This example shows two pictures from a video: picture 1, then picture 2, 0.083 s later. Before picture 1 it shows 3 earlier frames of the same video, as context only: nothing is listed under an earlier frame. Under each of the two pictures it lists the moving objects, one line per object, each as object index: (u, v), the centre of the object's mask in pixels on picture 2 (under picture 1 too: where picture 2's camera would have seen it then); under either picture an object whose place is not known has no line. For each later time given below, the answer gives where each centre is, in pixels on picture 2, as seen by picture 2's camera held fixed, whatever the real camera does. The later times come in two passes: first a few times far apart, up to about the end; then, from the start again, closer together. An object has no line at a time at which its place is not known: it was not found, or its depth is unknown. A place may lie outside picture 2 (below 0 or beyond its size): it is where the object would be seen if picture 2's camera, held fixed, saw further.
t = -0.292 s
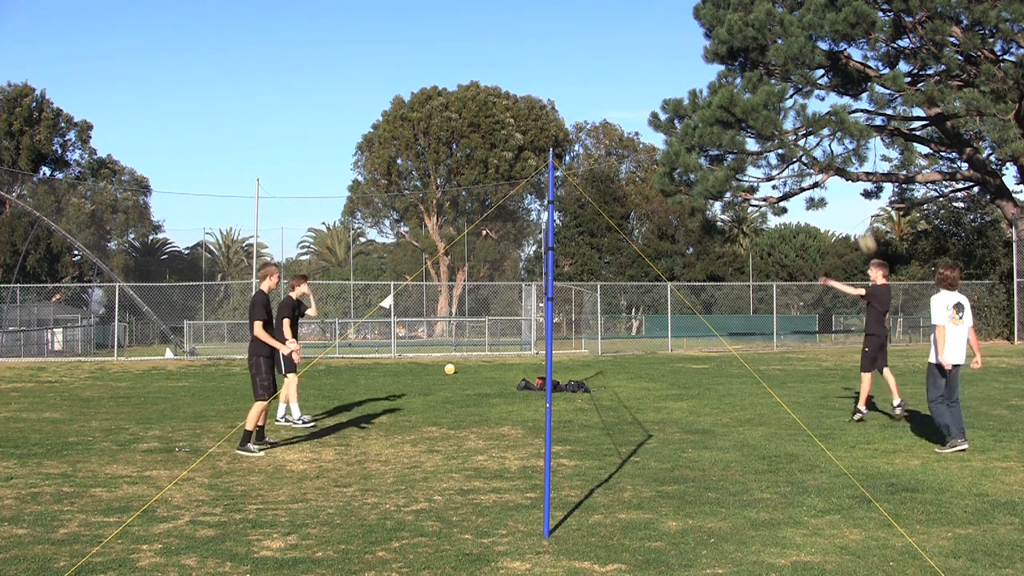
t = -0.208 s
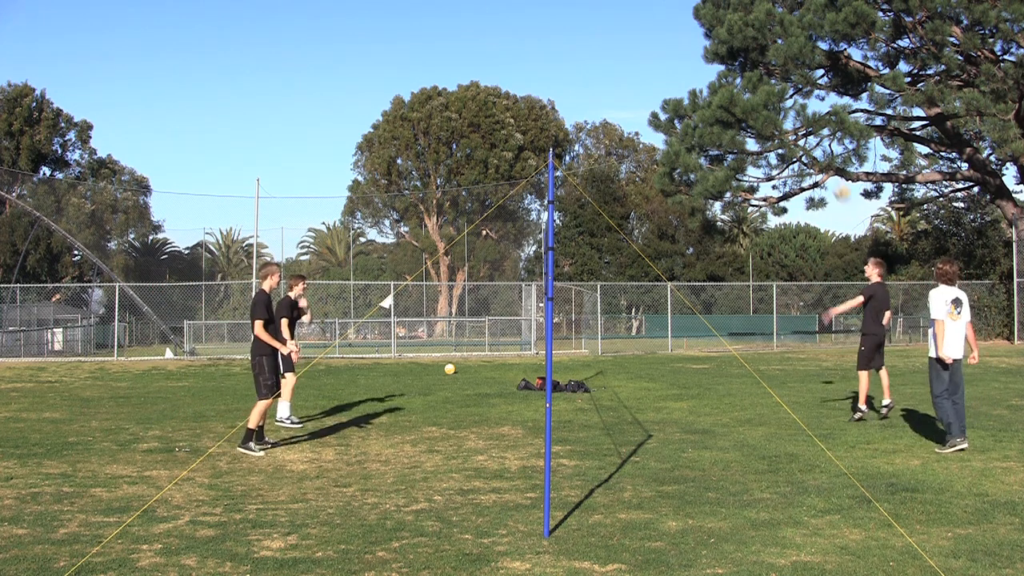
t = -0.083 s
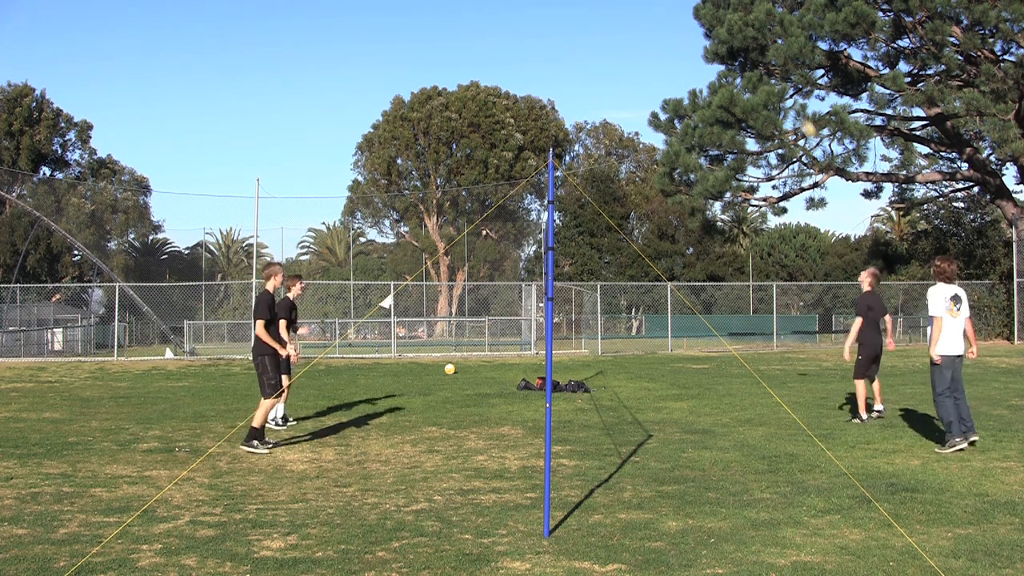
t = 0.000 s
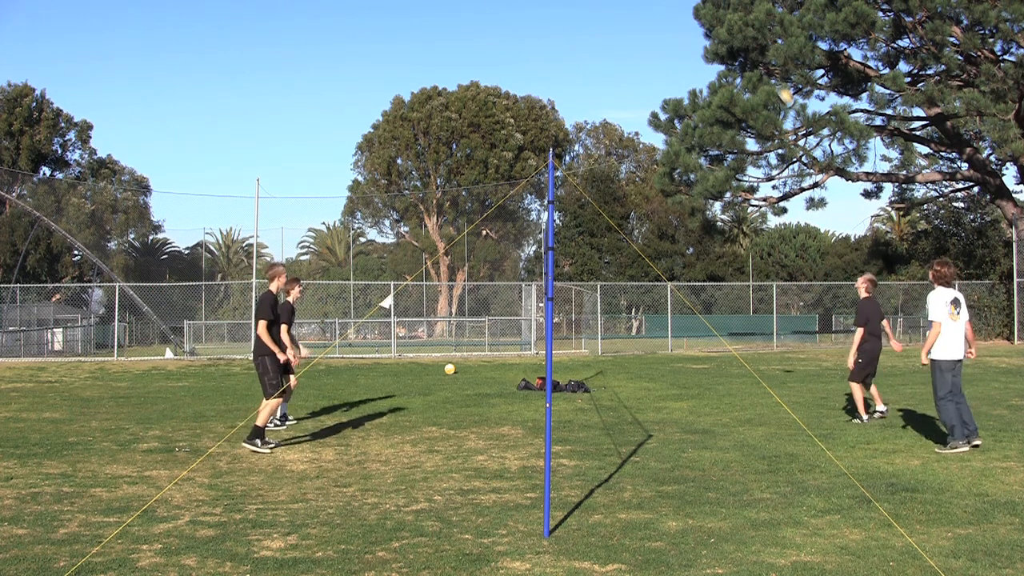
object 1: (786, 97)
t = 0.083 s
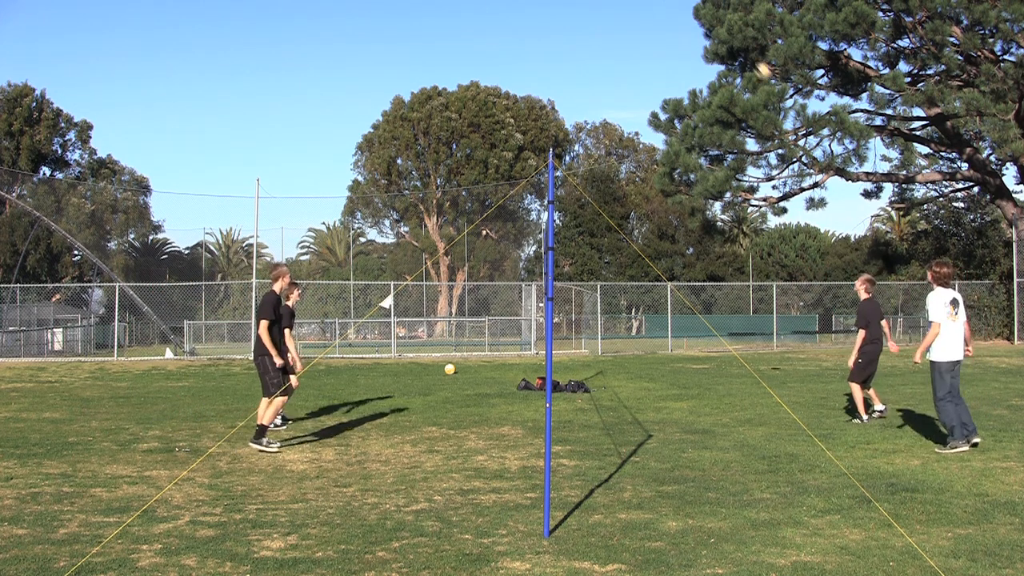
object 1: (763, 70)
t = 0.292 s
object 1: (711, 31)
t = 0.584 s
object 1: (653, 34)
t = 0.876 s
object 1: (600, 97)
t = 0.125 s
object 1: (752, 60)
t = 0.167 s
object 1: (741, 50)
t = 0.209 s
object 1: (732, 43)
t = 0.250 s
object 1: (721, 35)
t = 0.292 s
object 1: (711, 31)
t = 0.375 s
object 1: (695, 27)
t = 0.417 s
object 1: (687, 25)
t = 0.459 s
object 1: (678, 25)
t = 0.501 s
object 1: (670, 27)
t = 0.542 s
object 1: (661, 30)
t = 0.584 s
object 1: (653, 34)
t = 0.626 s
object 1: (645, 40)
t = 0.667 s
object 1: (637, 46)
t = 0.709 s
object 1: (629, 54)
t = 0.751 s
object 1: (622, 63)
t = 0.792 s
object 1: (614, 73)
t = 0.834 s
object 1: (607, 85)
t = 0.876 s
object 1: (600, 97)
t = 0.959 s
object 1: (584, 126)
